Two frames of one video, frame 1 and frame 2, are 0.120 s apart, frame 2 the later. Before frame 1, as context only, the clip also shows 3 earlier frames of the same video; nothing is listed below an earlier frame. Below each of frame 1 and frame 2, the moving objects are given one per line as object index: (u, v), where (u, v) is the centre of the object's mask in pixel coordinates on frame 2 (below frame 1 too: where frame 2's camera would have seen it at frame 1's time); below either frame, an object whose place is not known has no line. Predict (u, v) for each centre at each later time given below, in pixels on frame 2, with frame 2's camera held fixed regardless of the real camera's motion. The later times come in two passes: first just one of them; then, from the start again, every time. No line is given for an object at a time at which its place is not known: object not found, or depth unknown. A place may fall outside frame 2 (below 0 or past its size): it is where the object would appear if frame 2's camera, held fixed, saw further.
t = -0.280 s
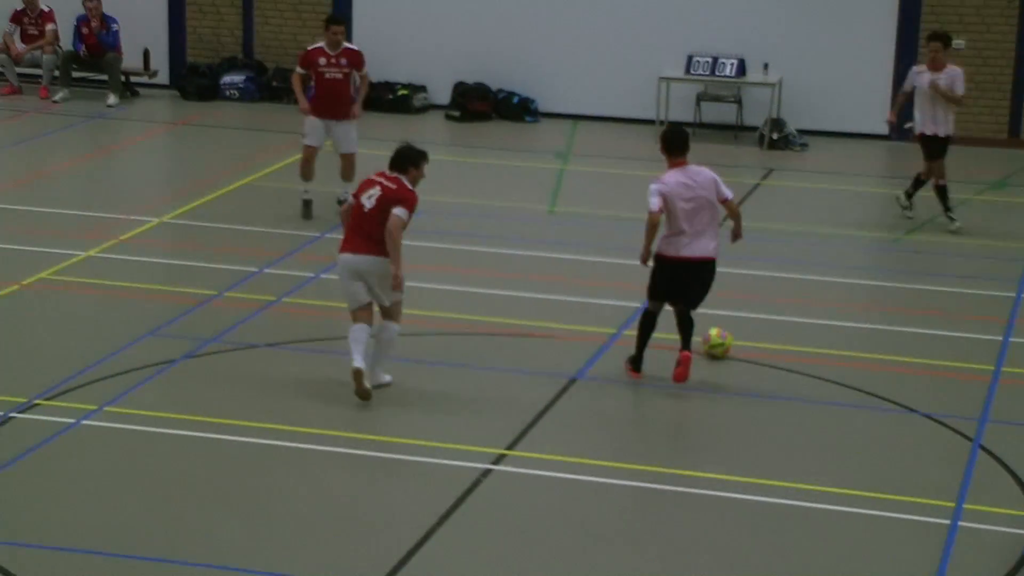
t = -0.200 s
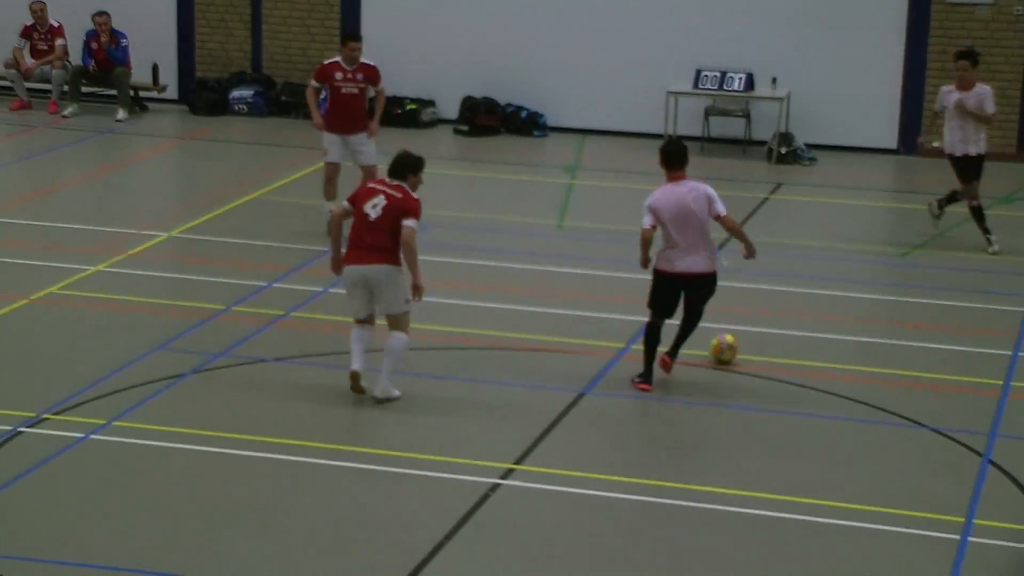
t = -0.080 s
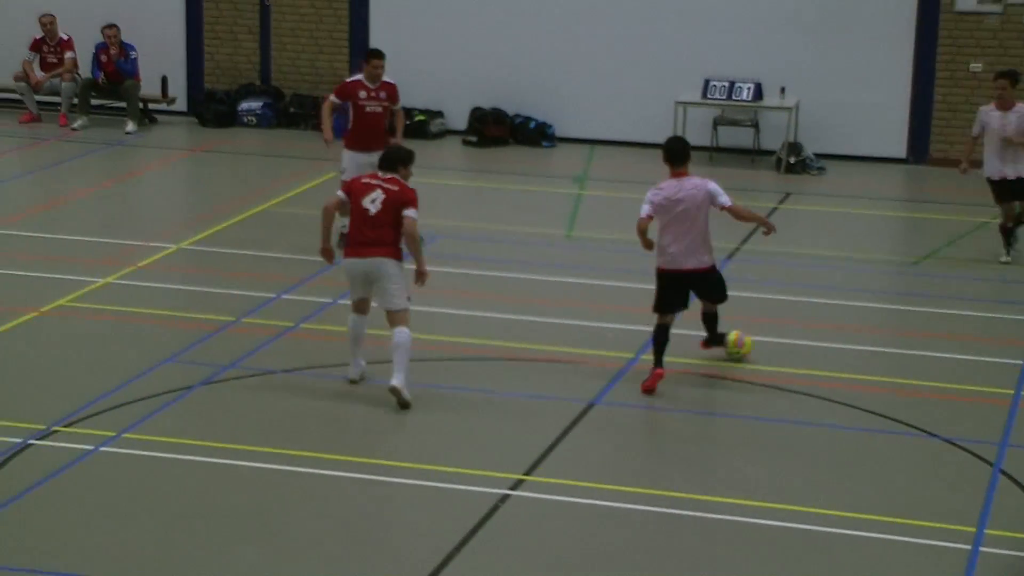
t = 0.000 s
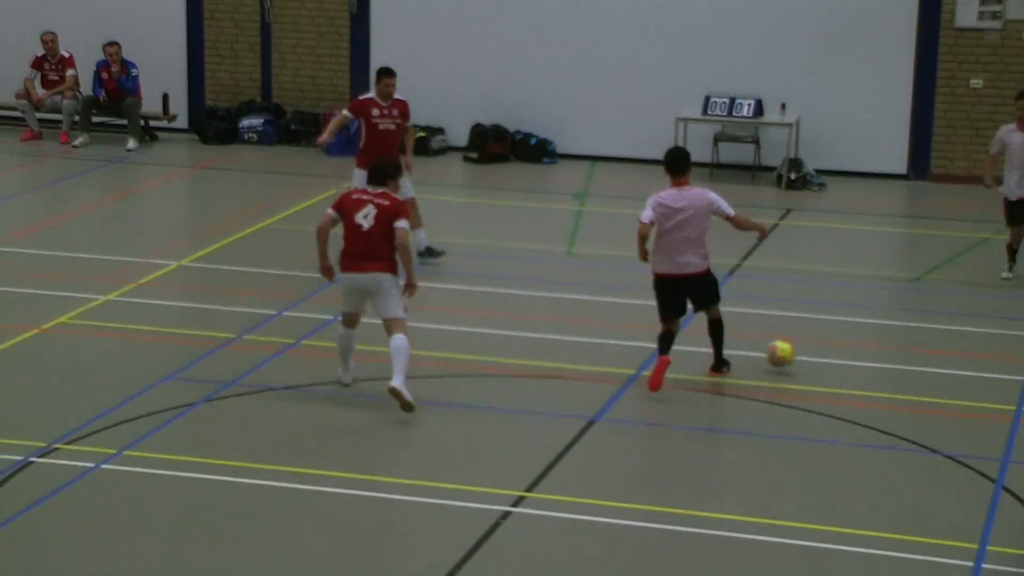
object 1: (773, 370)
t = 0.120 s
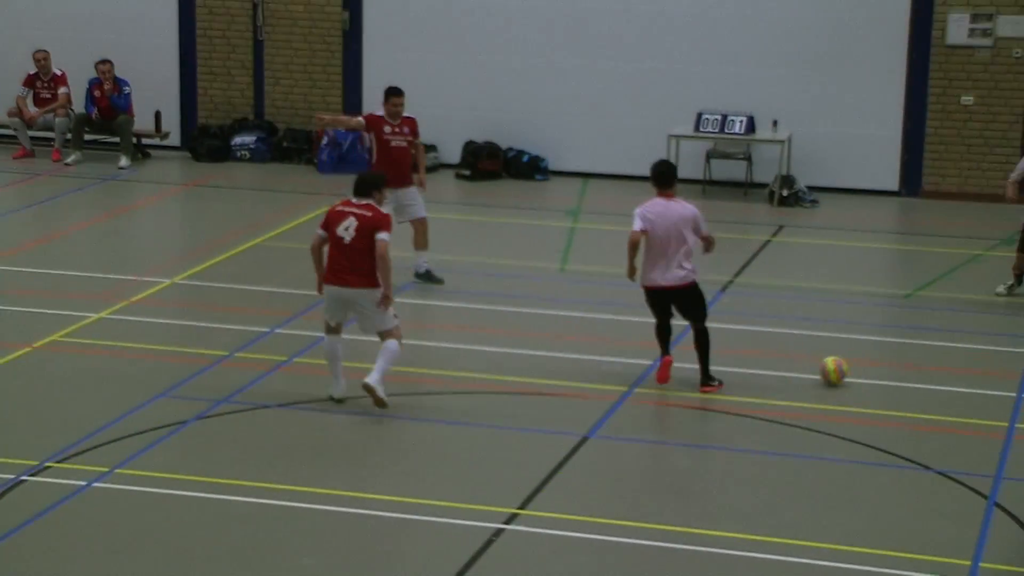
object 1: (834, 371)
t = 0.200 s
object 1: (867, 368)
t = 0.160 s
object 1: (851, 368)
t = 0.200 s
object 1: (867, 368)
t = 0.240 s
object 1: (883, 367)
